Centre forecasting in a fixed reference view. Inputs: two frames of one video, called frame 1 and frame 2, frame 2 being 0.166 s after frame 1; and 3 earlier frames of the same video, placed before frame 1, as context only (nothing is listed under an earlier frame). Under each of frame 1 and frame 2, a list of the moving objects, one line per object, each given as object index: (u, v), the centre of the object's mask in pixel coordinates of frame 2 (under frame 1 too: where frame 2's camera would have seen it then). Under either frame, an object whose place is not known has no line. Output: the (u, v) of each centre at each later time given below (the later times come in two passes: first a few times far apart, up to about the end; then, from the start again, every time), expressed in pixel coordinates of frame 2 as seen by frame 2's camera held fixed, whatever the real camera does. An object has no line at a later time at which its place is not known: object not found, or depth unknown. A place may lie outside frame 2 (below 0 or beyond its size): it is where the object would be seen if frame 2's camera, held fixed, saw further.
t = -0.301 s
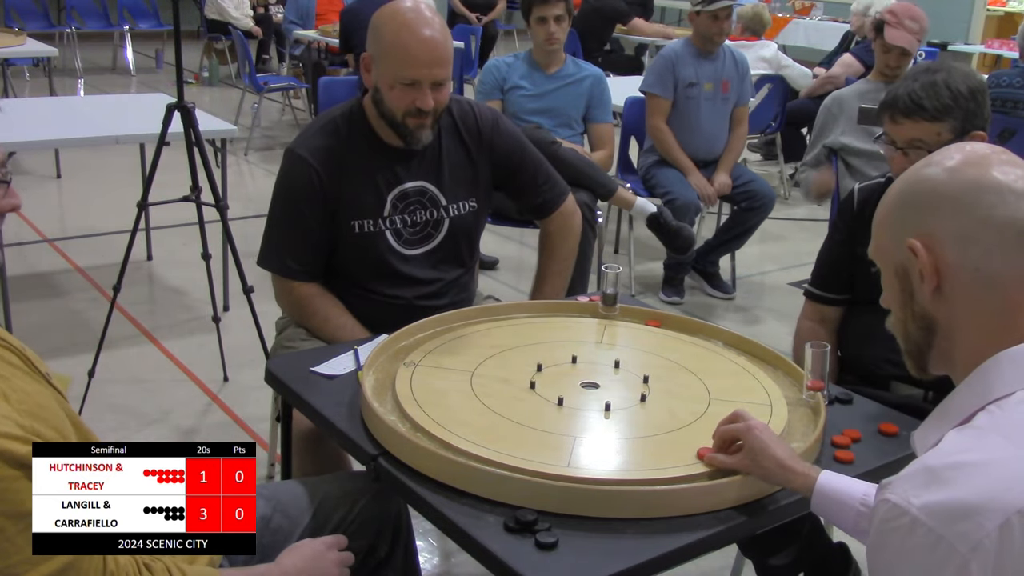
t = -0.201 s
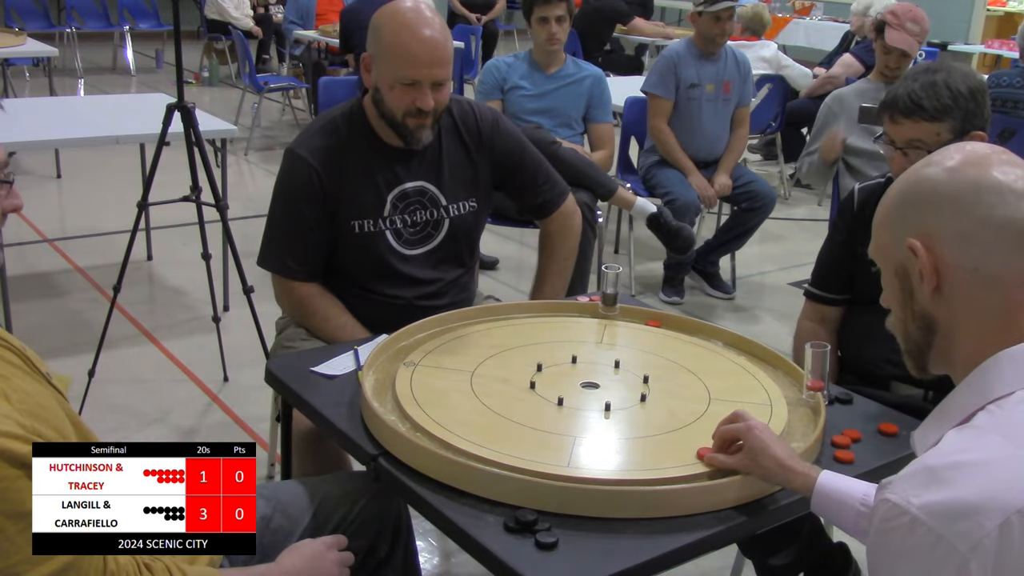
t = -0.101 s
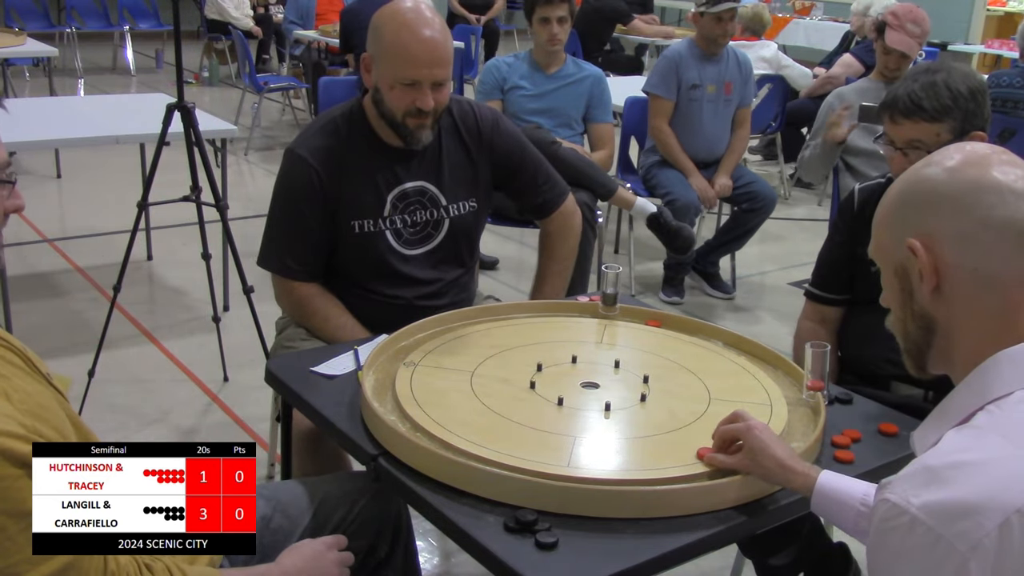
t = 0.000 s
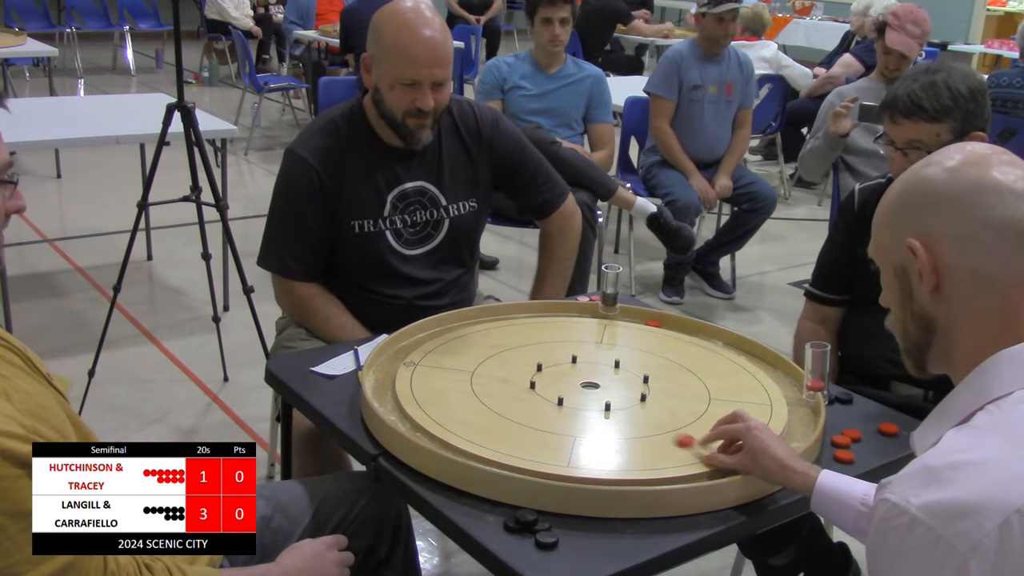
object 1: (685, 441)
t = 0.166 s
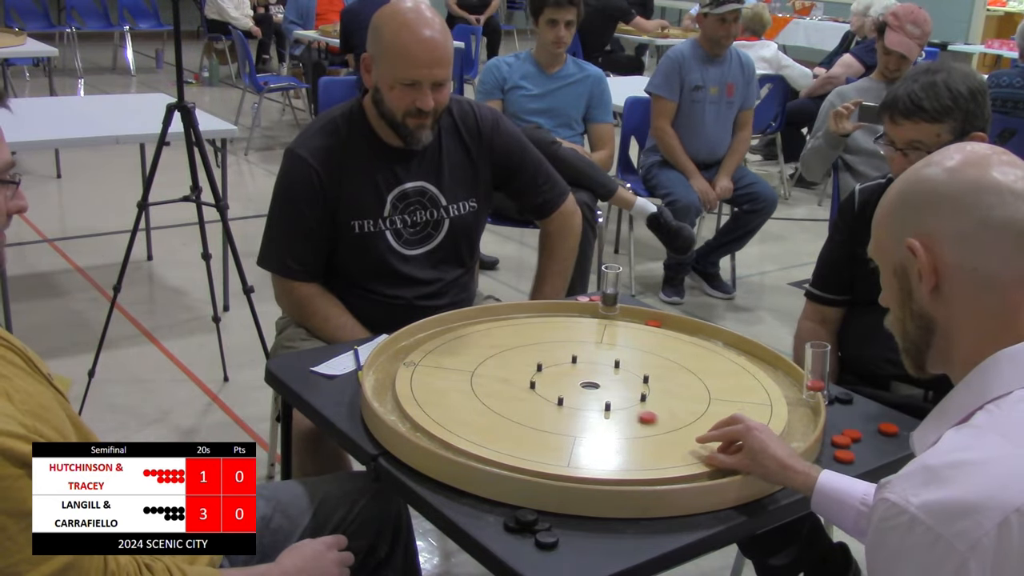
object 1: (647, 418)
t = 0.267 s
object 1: (631, 408)
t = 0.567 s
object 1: (605, 394)
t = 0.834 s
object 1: (603, 393)
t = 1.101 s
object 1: (603, 393)
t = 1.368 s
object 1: (603, 393)
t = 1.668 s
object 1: (603, 393)
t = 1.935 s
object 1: (603, 393)
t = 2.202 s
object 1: (603, 393)
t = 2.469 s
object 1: (603, 393)
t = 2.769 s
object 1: (603, 393)
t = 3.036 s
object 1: (603, 393)
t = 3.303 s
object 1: (603, 393)
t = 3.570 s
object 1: (603, 393)
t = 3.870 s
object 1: (603, 393)
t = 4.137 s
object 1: (603, 393)
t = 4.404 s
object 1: (603, 393)
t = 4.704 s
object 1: (603, 393)
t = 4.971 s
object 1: (603, 393)
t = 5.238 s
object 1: (603, 393)
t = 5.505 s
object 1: (603, 393)
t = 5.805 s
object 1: (603, 393)
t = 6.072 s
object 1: (603, 393)
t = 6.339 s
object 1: (603, 393)
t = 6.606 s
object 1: (603, 393)
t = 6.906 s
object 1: (603, 393)
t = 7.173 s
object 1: (603, 393)
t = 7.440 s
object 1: (603, 393)
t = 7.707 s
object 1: (603, 393)
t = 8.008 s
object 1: (603, 393)
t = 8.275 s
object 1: (603, 393)
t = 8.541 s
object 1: (603, 393)
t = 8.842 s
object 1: (603, 393)
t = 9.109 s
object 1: (603, 393)
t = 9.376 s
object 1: (603, 393)
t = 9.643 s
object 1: (603, 393)
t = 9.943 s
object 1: (603, 393)
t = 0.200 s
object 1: (641, 414)
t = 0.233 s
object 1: (636, 411)
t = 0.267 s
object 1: (631, 408)
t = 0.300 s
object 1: (626, 405)
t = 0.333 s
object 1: (622, 403)
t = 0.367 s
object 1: (619, 401)
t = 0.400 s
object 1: (616, 399)
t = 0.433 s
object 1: (613, 397)
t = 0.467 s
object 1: (610, 396)
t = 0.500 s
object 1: (608, 395)
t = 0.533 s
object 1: (606, 394)
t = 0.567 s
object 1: (605, 394)
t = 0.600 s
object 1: (604, 393)
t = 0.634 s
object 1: (603, 393)
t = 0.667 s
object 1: (603, 393)
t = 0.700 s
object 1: (603, 393)
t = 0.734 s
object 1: (603, 393)
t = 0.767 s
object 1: (603, 393)
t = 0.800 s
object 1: (603, 393)
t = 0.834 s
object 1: (603, 393)
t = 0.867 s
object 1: (603, 393)
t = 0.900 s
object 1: (603, 393)
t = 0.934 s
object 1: (603, 393)
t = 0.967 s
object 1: (603, 393)
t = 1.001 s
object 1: (603, 393)
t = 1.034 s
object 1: (603, 393)
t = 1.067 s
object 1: (603, 393)
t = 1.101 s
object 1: (603, 393)
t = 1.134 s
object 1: (603, 393)
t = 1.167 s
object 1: (603, 393)
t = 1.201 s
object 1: (603, 393)
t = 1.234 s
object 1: (603, 393)
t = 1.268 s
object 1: (603, 393)
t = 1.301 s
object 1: (603, 393)
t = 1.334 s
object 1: (603, 393)
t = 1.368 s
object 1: (603, 393)
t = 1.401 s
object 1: (603, 393)
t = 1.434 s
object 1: (603, 393)
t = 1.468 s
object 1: (603, 393)
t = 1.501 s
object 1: (603, 393)
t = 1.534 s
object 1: (603, 393)
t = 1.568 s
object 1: (603, 393)
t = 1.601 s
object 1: (603, 393)
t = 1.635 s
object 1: (603, 393)
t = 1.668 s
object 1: (603, 393)
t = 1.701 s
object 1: (603, 393)
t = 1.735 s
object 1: (603, 393)
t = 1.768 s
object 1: (603, 393)
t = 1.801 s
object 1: (603, 393)
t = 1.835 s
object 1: (603, 393)
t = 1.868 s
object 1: (603, 393)
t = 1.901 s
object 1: (603, 393)
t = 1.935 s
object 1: (603, 393)
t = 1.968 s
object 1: (603, 393)
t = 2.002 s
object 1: (603, 393)
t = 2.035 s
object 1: (603, 393)
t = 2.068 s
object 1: (603, 393)
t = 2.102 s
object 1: (603, 393)
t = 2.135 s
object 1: (603, 393)
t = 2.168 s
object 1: (603, 393)
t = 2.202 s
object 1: (603, 393)
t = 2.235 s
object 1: (603, 393)
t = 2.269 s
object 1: (603, 393)
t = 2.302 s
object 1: (603, 393)
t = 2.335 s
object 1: (603, 393)
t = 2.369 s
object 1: (603, 393)
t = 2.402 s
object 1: (603, 393)
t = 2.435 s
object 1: (603, 393)
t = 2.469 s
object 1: (603, 393)
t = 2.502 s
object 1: (603, 393)
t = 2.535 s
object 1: (603, 393)
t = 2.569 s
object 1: (603, 393)
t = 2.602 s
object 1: (603, 393)
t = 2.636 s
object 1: (603, 393)
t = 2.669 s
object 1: (603, 393)
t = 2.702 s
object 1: (603, 393)
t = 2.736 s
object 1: (603, 393)
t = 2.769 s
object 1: (603, 393)
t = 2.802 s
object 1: (603, 393)
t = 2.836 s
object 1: (603, 393)
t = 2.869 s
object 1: (603, 393)
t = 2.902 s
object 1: (603, 393)
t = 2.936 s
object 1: (603, 393)
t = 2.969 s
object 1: (603, 393)
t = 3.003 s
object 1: (603, 393)
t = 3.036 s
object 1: (603, 393)
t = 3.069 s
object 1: (603, 393)
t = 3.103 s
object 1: (603, 393)
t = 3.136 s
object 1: (603, 393)
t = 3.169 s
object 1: (603, 393)
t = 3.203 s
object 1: (603, 393)
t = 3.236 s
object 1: (603, 393)
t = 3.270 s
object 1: (603, 393)
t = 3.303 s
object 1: (603, 393)
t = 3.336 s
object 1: (603, 393)
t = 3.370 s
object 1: (603, 393)
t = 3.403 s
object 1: (603, 393)
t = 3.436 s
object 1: (603, 393)
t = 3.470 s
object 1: (603, 393)
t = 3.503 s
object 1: (603, 393)
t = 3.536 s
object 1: (603, 393)
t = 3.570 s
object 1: (603, 393)
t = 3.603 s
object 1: (603, 393)
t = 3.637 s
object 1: (603, 393)
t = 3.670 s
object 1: (603, 393)
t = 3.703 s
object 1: (603, 393)
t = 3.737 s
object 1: (603, 393)
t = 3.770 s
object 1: (603, 393)
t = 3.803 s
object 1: (603, 393)
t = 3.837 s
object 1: (603, 393)
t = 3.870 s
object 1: (603, 393)
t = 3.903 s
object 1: (603, 393)
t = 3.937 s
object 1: (603, 393)
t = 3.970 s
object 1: (603, 393)
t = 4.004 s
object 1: (603, 393)
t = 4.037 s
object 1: (603, 393)
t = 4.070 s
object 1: (603, 393)
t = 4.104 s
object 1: (603, 393)
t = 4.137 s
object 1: (603, 393)
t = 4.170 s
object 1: (603, 393)
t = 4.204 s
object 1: (603, 393)
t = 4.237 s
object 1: (603, 393)
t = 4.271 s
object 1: (603, 393)
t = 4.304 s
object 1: (603, 393)
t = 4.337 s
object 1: (603, 393)
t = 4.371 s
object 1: (603, 393)
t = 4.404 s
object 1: (603, 393)
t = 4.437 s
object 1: (603, 393)
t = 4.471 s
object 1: (603, 393)
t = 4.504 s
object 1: (603, 393)
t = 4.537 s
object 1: (603, 393)
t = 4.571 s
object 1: (603, 393)
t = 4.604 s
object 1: (603, 393)
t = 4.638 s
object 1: (603, 393)
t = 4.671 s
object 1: (603, 393)
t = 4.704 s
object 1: (603, 393)
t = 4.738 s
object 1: (603, 393)
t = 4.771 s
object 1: (603, 393)
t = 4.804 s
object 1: (603, 393)
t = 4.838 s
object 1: (603, 393)
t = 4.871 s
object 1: (603, 393)
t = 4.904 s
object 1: (603, 393)
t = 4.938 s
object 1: (603, 393)
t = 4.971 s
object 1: (603, 393)
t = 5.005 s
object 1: (603, 393)
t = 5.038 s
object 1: (603, 393)
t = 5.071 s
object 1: (603, 393)
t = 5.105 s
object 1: (603, 393)
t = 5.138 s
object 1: (603, 393)
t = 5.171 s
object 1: (603, 393)
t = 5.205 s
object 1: (603, 393)
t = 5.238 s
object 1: (603, 393)
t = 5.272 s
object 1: (603, 393)
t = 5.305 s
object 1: (603, 393)
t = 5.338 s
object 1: (603, 393)
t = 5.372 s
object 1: (603, 393)
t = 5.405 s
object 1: (603, 393)
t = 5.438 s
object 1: (603, 393)
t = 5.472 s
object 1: (603, 393)
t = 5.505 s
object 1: (603, 393)
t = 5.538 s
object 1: (603, 393)
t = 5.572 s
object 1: (603, 393)
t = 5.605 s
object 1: (603, 393)
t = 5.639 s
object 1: (603, 393)
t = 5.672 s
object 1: (603, 393)
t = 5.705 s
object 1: (603, 393)
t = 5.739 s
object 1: (603, 393)
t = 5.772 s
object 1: (603, 393)
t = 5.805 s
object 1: (603, 393)
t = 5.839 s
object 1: (603, 393)
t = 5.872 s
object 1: (603, 393)
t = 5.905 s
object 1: (603, 393)
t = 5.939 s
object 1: (603, 393)
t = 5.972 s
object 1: (603, 393)
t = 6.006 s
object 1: (603, 393)
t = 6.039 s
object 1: (603, 393)
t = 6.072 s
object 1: (603, 393)
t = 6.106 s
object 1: (603, 393)
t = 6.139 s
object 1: (603, 393)
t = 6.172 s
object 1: (603, 393)
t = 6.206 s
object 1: (603, 393)
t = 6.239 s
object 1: (603, 393)
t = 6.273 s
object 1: (603, 393)
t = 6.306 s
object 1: (603, 393)
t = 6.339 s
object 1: (603, 393)
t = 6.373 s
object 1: (603, 393)
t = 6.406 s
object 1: (603, 393)
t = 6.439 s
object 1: (603, 393)
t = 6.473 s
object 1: (603, 393)
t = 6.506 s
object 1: (603, 393)
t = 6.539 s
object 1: (603, 393)
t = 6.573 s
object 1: (603, 393)
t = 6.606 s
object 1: (603, 393)
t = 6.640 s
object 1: (603, 393)
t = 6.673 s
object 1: (603, 393)
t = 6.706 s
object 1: (603, 393)
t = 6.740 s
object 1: (603, 393)
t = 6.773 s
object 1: (603, 393)
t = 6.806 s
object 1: (603, 393)
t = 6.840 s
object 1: (603, 393)
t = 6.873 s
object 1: (603, 393)
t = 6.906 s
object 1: (603, 393)
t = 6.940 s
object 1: (603, 393)
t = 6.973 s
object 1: (603, 393)
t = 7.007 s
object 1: (603, 393)
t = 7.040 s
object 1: (603, 393)
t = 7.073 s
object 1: (603, 393)
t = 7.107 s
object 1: (603, 393)
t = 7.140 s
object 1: (603, 393)
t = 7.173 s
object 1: (603, 393)
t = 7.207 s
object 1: (603, 393)
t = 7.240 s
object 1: (603, 393)
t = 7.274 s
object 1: (603, 393)
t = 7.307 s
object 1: (603, 393)
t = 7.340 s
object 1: (603, 393)
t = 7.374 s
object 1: (603, 393)
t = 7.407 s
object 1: (603, 393)
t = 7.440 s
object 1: (603, 393)
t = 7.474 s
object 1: (603, 393)
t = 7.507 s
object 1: (603, 393)
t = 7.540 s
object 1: (603, 393)
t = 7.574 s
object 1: (603, 393)
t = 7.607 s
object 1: (603, 393)
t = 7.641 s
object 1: (603, 393)
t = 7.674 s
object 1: (603, 393)
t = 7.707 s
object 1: (603, 393)
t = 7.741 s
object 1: (603, 393)
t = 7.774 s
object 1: (603, 393)
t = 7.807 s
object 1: (603, 393)
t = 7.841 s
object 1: (603, 393)
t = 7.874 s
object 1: (603, 393)
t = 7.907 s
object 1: (603, 393)
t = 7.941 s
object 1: (603, 393)
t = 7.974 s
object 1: (603, 393)
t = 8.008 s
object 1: (603, 393)
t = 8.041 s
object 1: (603, 393)
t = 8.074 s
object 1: (603, 393)
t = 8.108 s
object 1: (603, 393)
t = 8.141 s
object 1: (603, 393)
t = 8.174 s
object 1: (603, 393)
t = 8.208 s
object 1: (603, 393)
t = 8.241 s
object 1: (603, 393)
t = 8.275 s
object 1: (603, 393)
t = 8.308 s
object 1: (603, 393)
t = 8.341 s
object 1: (603, 393)
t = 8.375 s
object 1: (603, 393)
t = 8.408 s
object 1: (603, 393)
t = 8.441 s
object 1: (603, 393)
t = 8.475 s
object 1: (603, 393)
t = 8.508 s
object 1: (603, 393)
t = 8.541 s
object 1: (603, 393)
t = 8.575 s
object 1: (603, 393)
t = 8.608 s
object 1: (603, 393)
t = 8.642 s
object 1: (603, 393)
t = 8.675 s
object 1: (603, 393)
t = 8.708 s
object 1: (603, 393)
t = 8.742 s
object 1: (603, 393)
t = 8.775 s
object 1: (603, 393)
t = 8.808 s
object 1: (603, 393)
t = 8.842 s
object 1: (603, 393)
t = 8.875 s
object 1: (603, 393)
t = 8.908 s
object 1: (603, 393)
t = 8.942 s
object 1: (603, 393)
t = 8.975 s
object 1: (603, 393)
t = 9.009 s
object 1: (603, 393)
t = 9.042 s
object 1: (603, 393)
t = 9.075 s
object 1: (603, 393)
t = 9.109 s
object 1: (603, 393)
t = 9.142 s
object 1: (603, 393)
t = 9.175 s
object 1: (603, 393)
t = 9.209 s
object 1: (603, 393)
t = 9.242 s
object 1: (603, 393)
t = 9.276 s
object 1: (603, 393)
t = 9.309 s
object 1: (603, 393)
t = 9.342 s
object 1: (603, 393)
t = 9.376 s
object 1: (603, 393)
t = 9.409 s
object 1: (603, 393)
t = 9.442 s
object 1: (603, 393)
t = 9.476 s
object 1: (603, 393)
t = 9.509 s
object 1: (603, 393)
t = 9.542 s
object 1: (603, 393)
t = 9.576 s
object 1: (603, 393)
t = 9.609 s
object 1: (603, 393)
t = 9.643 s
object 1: (603, 393)
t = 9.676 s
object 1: (603, 393)
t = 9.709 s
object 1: (603, 393)
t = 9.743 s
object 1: (603, 393)
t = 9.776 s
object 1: (603, 393)
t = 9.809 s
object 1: (603, 393)
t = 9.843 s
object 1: (603, 393)
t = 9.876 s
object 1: (603, 393)
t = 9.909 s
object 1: (603, 393)
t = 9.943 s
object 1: (603, 393)
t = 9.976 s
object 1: (603, 393)
